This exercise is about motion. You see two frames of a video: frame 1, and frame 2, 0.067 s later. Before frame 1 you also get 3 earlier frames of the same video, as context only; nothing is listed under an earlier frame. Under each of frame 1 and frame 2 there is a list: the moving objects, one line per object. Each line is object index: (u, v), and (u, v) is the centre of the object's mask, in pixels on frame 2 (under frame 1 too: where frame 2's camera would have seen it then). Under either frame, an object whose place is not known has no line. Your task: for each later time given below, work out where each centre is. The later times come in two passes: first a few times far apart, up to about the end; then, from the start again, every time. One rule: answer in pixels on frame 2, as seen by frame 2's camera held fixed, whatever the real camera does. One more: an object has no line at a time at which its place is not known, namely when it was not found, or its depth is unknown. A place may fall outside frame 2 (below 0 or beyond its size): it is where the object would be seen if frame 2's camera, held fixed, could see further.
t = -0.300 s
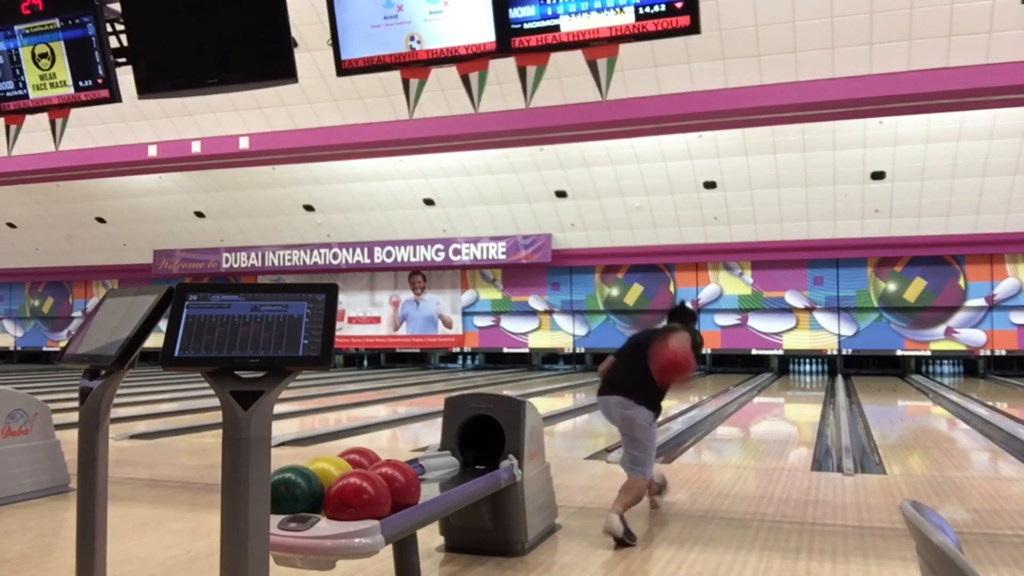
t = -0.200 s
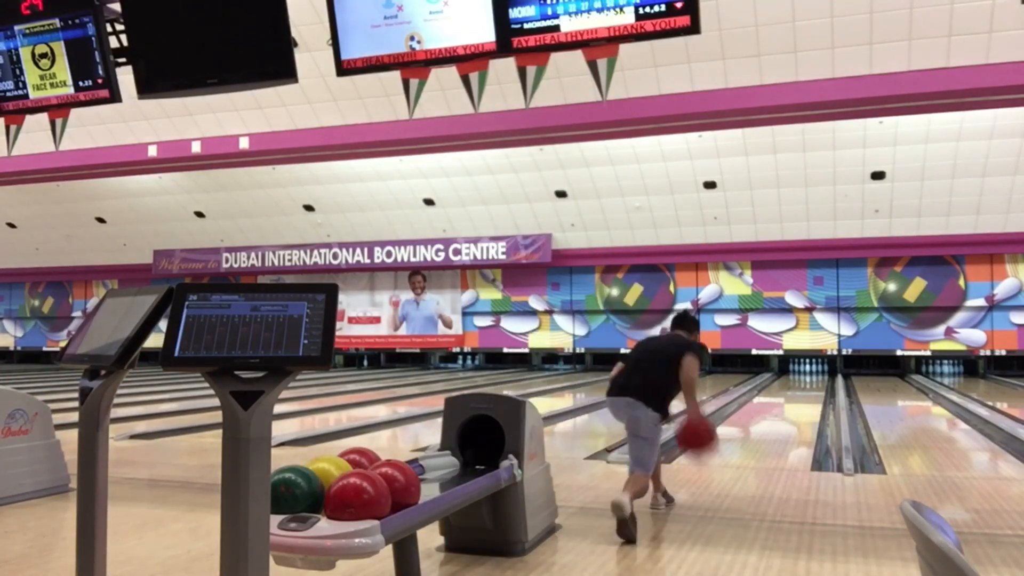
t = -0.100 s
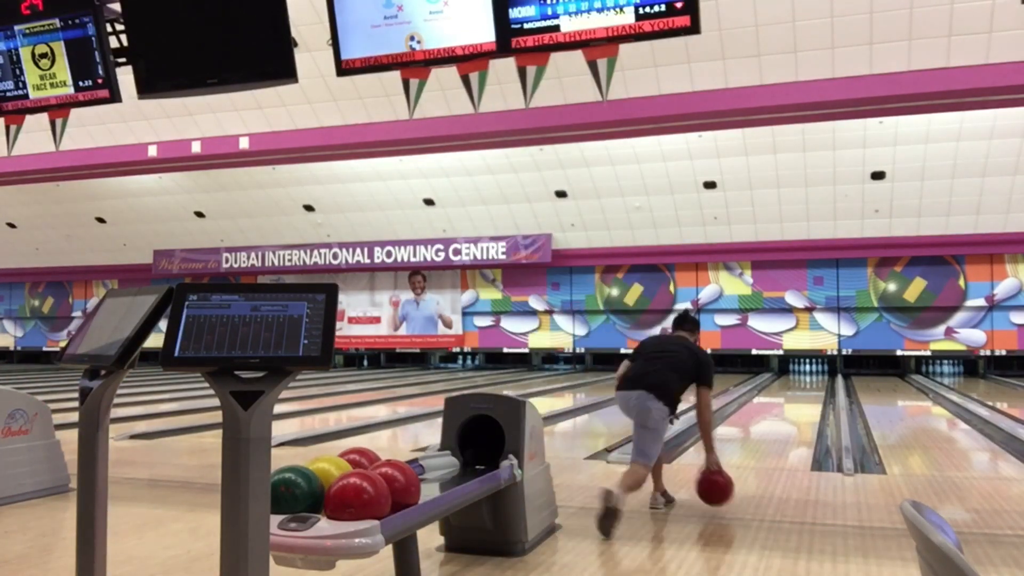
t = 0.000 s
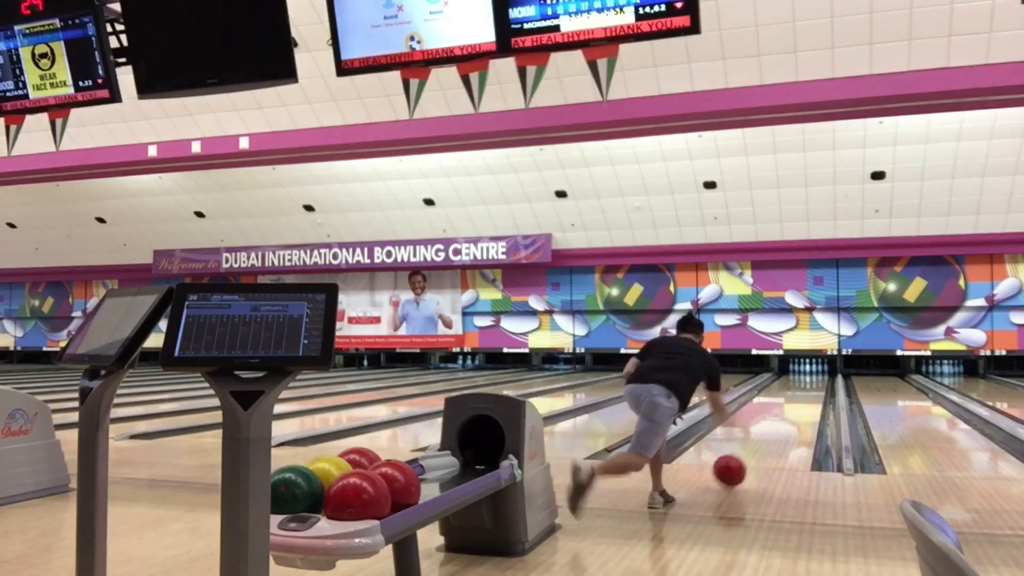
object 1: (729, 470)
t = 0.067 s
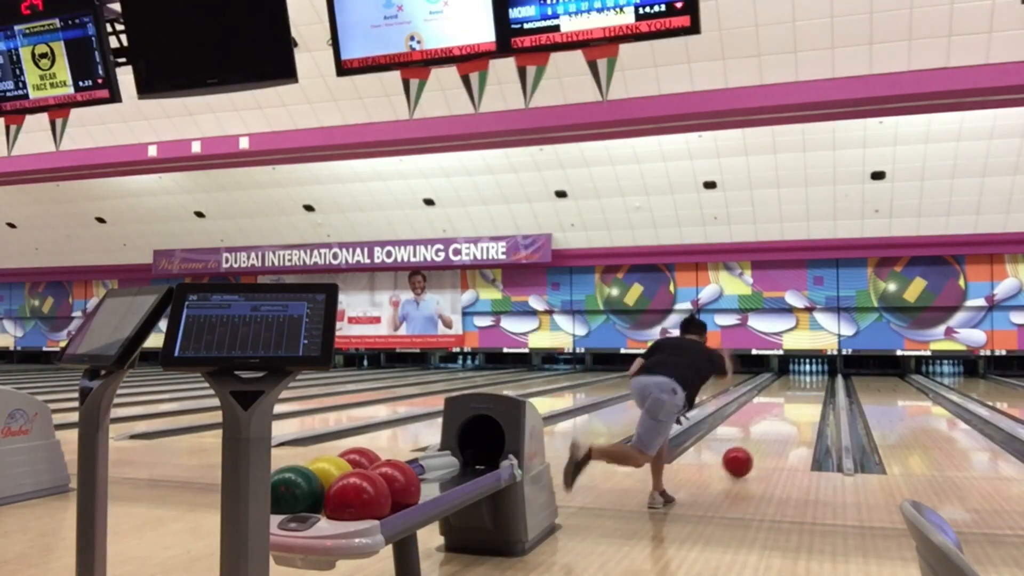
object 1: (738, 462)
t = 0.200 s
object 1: (750, 446)
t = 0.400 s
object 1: (764, 427)
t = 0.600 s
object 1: (773, 414)
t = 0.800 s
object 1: (781, 404)
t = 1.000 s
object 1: (787, 397)
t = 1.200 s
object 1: (792, 391)
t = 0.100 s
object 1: (741, 458)
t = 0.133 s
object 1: (744, 453)
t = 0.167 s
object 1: (747, 449)
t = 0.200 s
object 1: (750, 446)
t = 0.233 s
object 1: (753, 442)
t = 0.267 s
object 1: (756, 439)
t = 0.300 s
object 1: (758, 435)
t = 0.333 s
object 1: (760, 433)
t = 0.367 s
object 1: (762, 430)
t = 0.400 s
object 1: (764, 427)
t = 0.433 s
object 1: (766, 424)
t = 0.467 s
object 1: (768, 422)
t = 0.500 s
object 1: (770, 420)
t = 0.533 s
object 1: (771, 417)
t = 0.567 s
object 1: (773, 415)
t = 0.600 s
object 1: (773, 414)
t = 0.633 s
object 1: (775, 412)
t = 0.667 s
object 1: (777, 410)
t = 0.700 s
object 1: (778, 408)
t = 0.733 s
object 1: (779, 407)
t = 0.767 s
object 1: (780, 405)
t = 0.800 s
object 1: (781, 404)
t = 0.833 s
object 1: (783, 402)
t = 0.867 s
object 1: (784, 401)
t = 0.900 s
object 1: (784, 400)
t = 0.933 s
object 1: (785, 398)
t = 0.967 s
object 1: (786, 397)
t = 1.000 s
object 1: (787, 397)
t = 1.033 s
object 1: (788, 395)
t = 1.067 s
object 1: (789, 394)
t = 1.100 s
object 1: (790, 393)
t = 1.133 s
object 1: (790, 392)
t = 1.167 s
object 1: (791, 391)
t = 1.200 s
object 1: (792, 391)
